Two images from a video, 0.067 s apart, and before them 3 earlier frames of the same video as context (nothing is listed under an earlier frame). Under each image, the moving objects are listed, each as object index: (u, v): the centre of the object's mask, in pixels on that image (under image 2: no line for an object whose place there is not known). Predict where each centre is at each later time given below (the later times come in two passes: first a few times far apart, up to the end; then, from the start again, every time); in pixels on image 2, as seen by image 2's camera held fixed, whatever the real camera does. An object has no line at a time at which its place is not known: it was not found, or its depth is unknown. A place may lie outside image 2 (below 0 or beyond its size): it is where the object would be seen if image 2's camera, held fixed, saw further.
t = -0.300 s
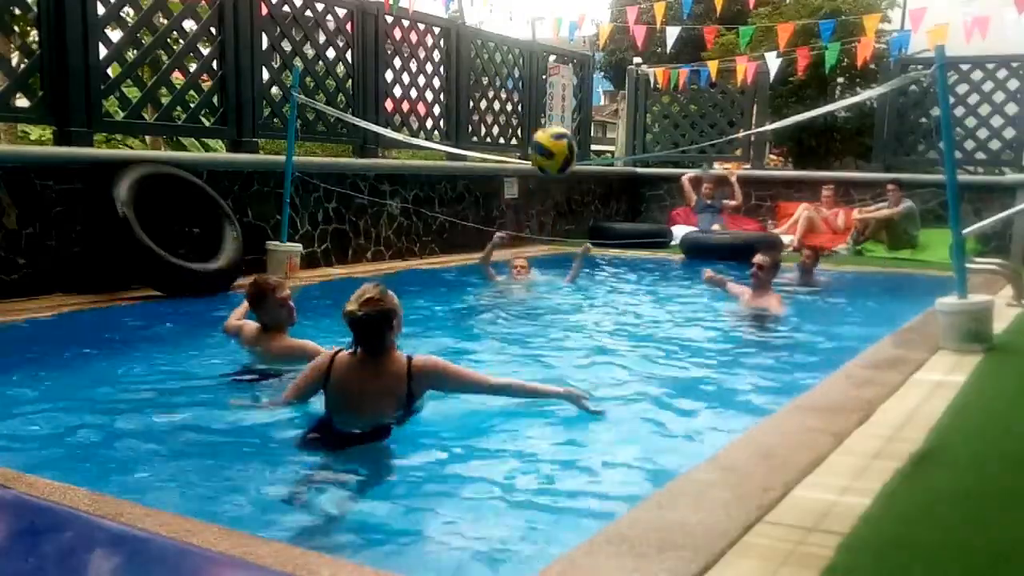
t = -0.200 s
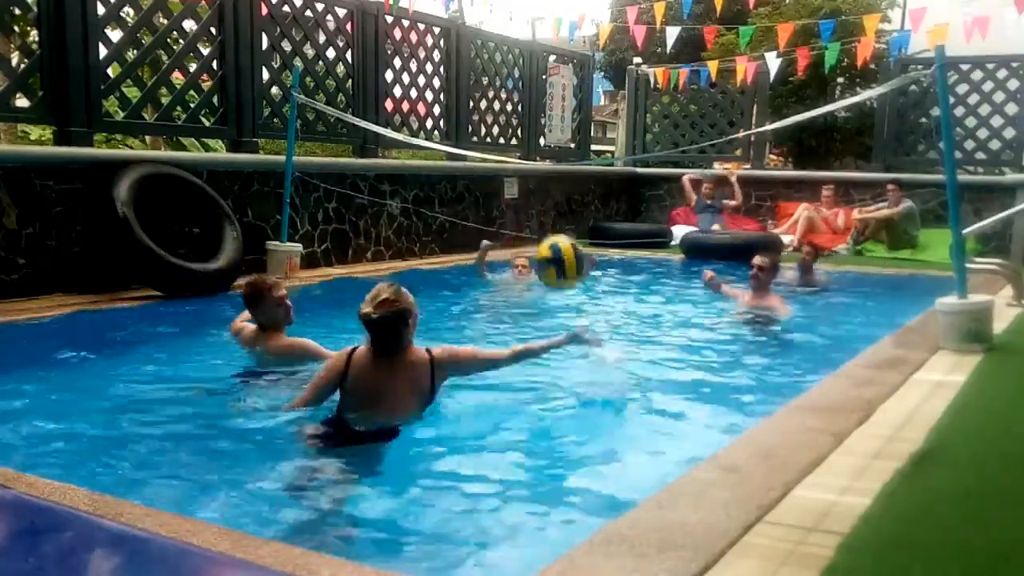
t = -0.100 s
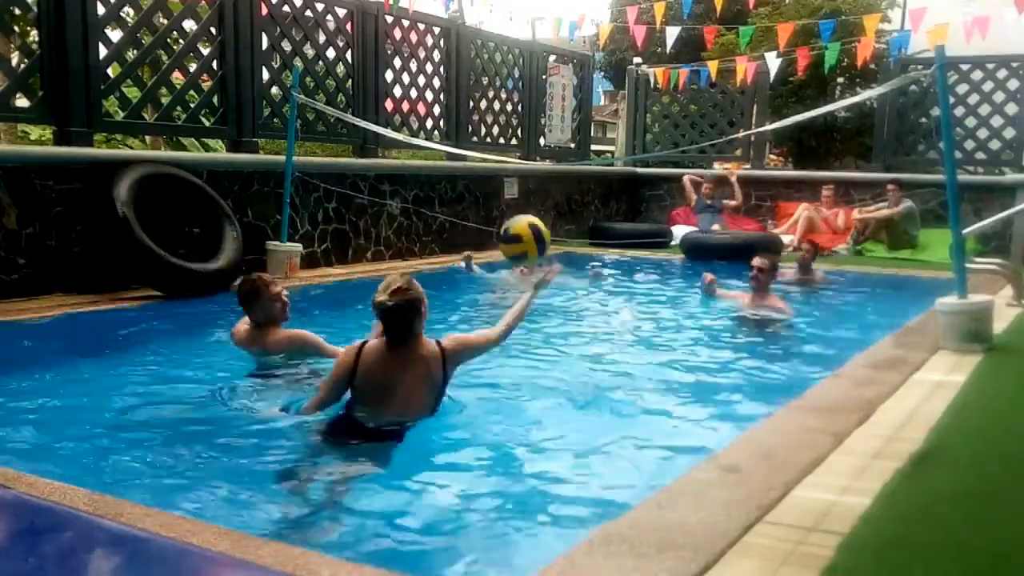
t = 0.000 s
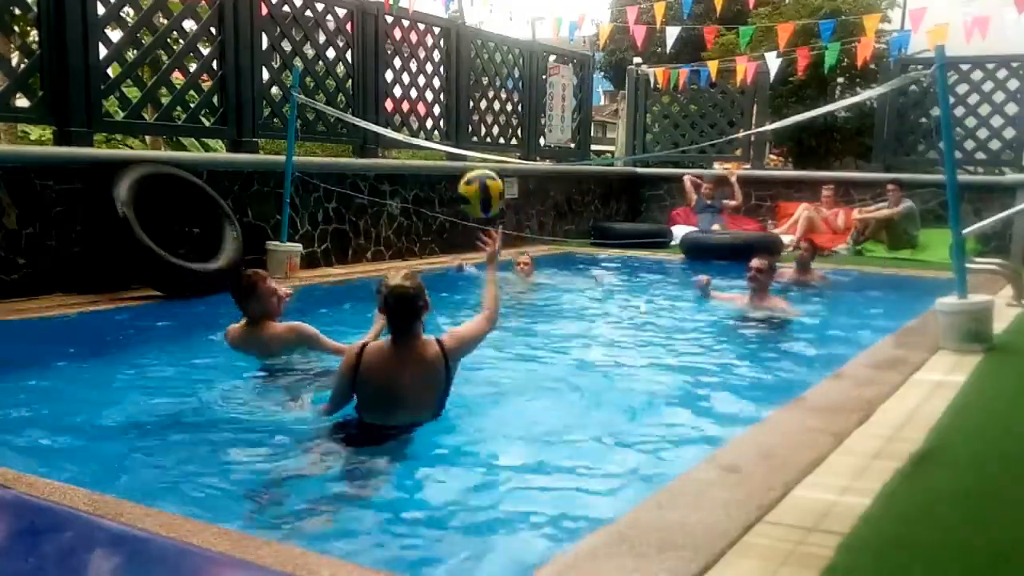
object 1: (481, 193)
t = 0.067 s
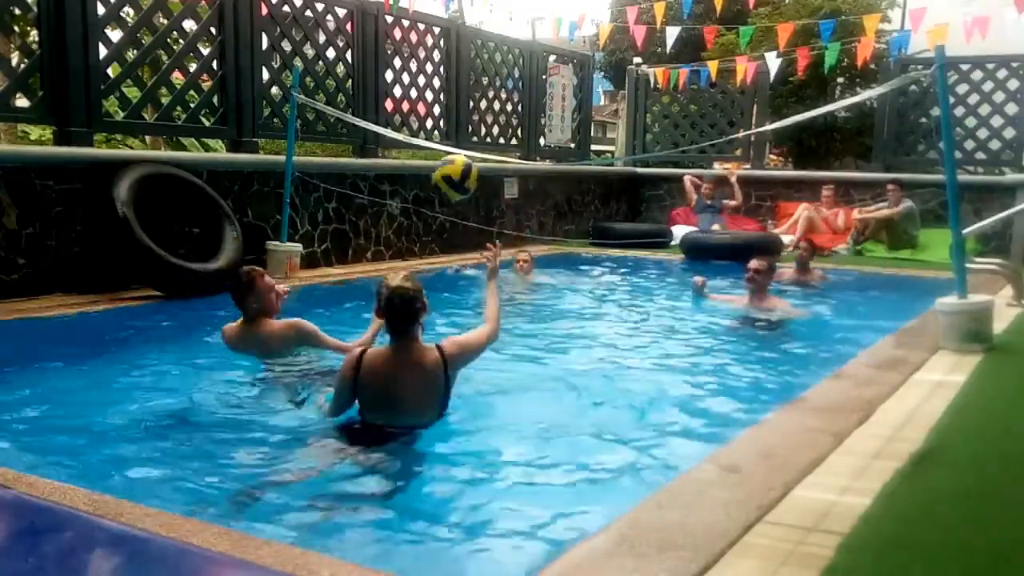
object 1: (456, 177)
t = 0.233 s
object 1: (399, 177)
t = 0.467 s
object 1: (340, 255)
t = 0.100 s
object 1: (442, 173)
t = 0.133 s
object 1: (431, 170)
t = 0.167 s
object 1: (420, 170)
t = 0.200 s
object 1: (410, 172)
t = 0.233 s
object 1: (399, 177)
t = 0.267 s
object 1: (391, 182)
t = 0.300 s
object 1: (381, 191)
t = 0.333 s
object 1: (372, 200)
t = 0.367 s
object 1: (363, 214)
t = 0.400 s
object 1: (356, 227)
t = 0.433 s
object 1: (348, 240)
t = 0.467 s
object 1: (340, 255)
